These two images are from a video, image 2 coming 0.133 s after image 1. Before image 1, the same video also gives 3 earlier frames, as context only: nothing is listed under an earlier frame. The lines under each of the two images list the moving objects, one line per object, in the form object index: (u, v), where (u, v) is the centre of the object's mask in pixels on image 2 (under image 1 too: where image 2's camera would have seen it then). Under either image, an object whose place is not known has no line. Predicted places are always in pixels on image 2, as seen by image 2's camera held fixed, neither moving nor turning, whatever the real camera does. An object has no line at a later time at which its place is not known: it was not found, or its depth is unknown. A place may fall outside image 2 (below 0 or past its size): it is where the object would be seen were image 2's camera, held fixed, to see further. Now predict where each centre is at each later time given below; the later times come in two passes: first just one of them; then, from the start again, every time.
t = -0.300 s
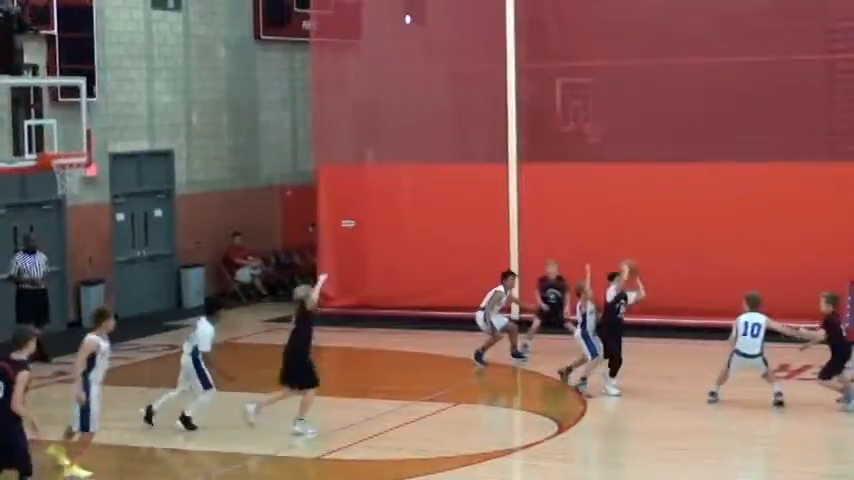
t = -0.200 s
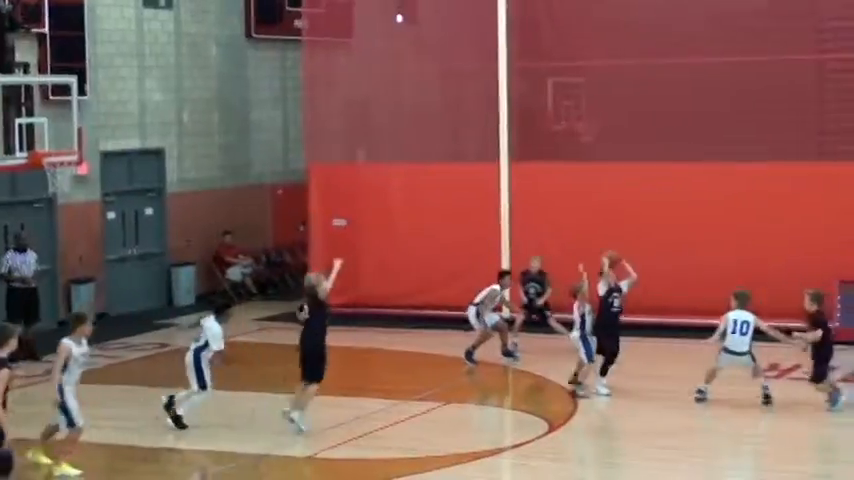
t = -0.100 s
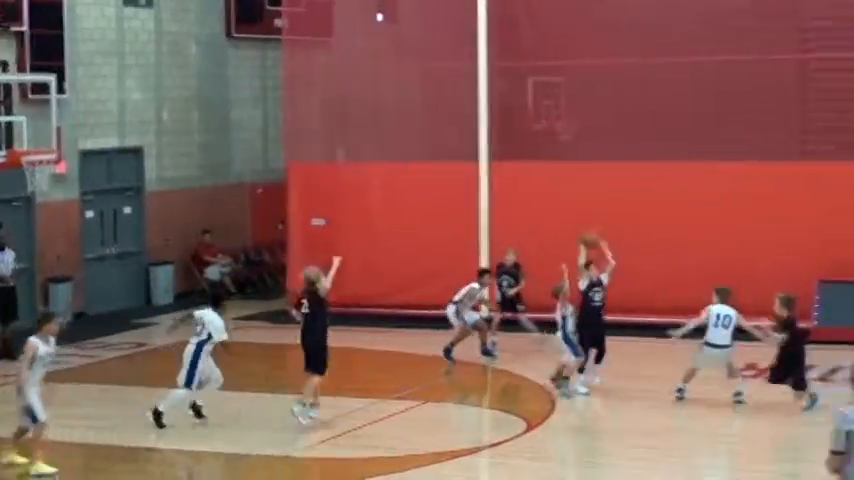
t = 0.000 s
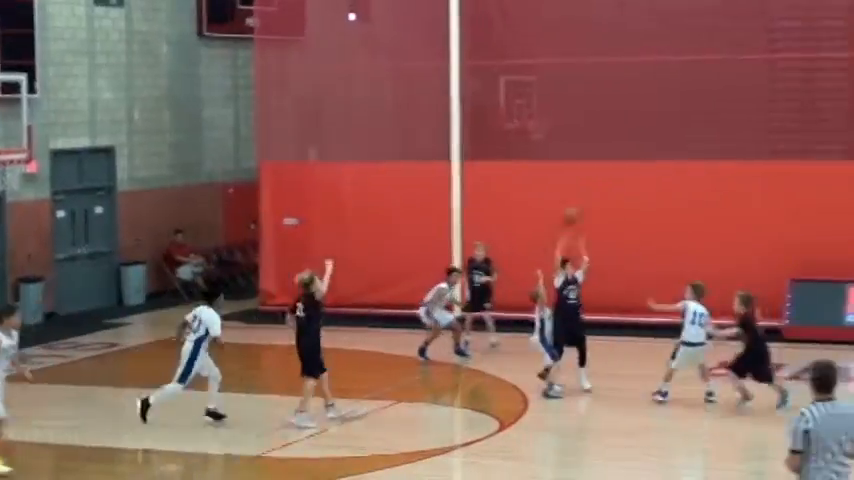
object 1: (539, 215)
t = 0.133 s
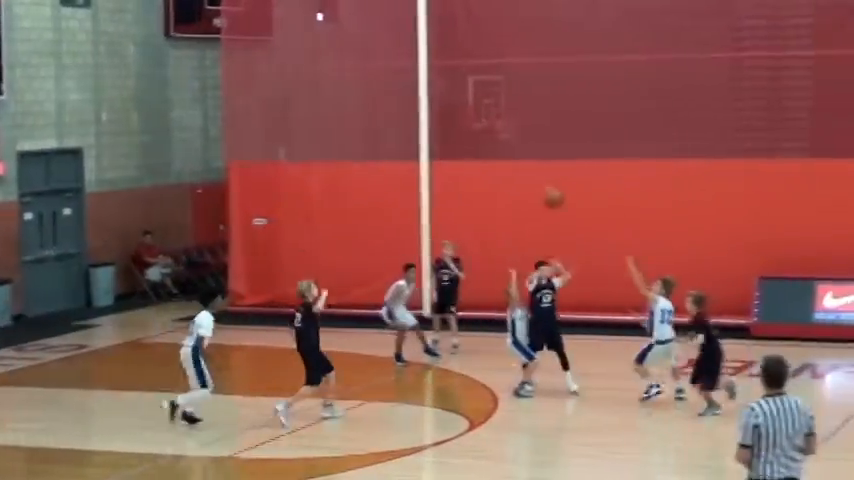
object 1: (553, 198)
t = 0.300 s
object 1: (572, 197)
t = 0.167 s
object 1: (556, 196)
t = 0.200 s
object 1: (560, 195)
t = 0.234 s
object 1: (564, 194)
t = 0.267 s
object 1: (568, 195)
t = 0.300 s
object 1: (572, 197)
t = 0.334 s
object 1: (577, 198)
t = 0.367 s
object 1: (579, 203)
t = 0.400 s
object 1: (583, 208)
